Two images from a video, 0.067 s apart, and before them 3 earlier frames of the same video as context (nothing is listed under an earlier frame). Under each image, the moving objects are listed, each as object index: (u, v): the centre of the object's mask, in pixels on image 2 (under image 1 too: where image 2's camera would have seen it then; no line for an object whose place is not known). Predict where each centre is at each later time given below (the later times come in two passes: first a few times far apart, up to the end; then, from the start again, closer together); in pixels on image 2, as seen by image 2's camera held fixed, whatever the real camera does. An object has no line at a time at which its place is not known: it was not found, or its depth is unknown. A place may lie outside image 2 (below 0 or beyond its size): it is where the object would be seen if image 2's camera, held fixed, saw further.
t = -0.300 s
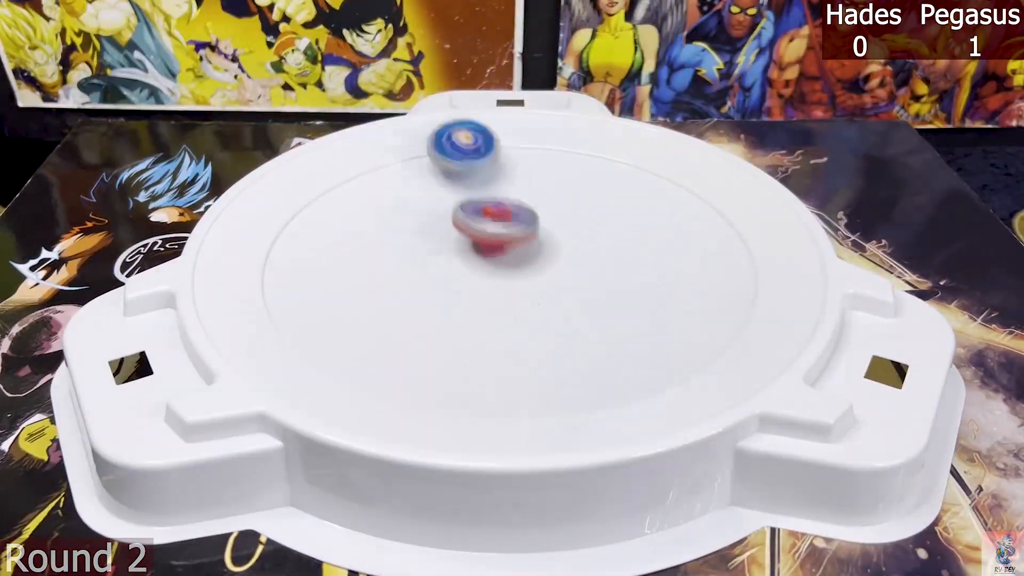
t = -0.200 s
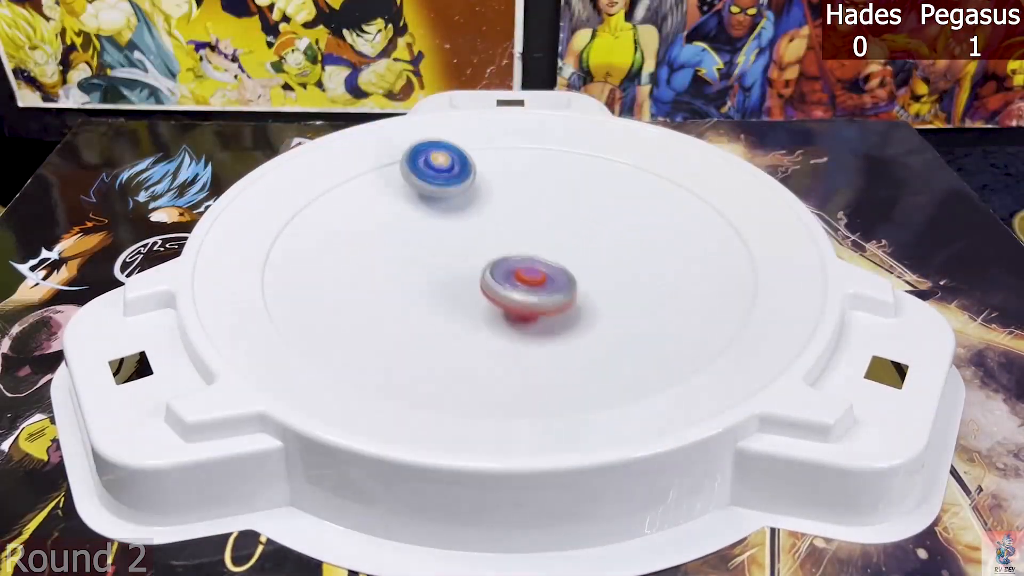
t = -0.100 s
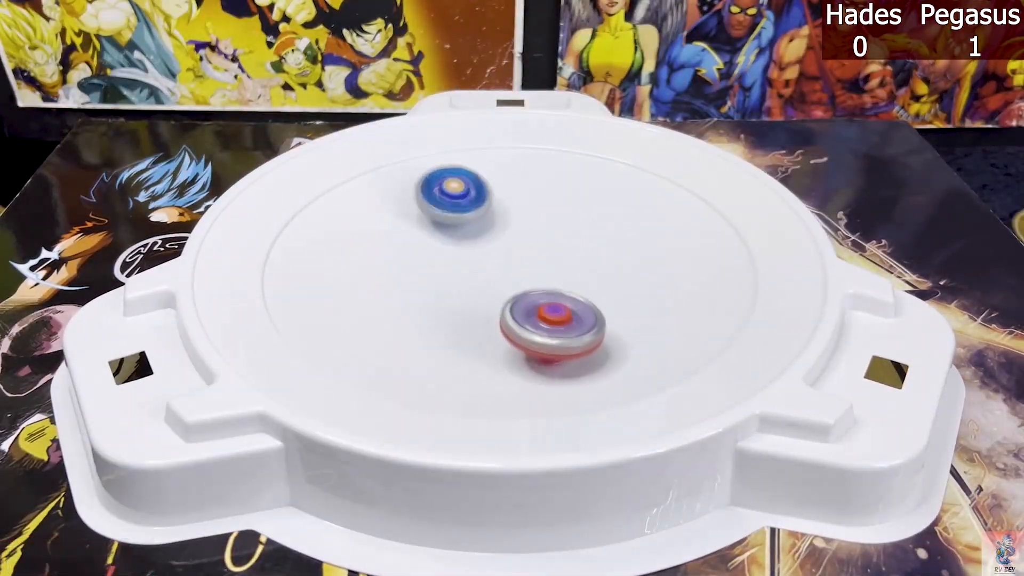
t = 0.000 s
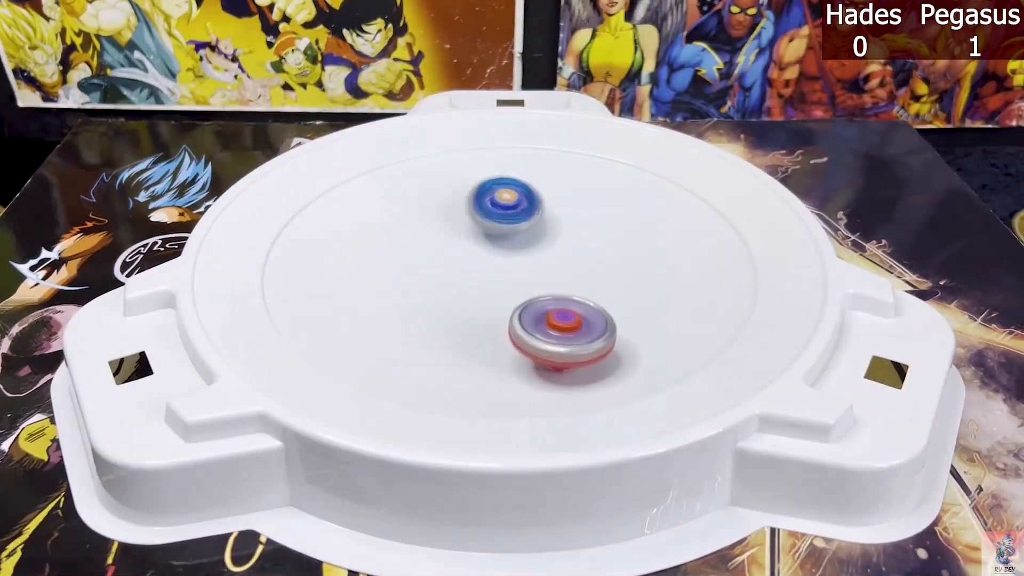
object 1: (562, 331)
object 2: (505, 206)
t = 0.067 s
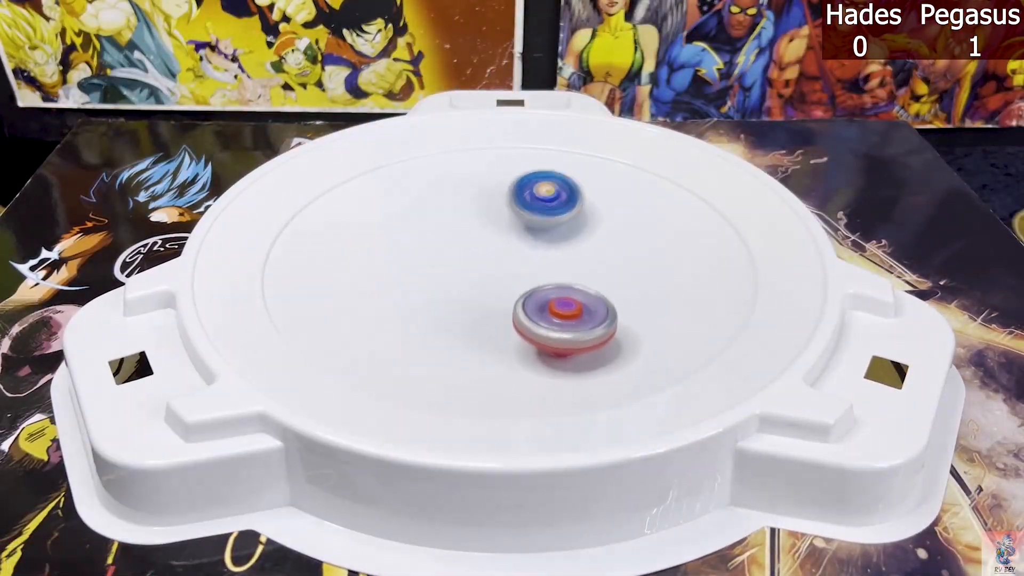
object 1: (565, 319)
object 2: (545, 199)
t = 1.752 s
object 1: (435, 297)
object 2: (705, 247)
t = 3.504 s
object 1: (428, 334)
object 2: (467, 280)
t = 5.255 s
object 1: (498, 227)
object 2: (422, 328)
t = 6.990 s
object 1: (508, 212)
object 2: (430, 269)
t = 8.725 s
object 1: (460, 234)
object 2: (526, 293)
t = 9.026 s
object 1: (468, 235)
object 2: (517, 294)
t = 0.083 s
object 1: (565, 315)
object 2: (554, 196)
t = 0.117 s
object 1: (566, 305)
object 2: (569, 188)
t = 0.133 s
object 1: (566, 301)
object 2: (575, 183)
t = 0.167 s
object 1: (565, 291)
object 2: (584, 171)
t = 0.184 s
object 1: (564, 286)
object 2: (586, 165)
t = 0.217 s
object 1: (561, 277)
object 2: (586, 153)
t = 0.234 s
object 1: (559, 272)
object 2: (584, 147)
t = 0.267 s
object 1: (553, 263)
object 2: (575, 138)
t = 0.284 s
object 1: (550, 258)
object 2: (567, 135)
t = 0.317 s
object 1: (543, 251)
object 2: (541, 141)
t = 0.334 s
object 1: (539, 247)
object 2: (530, 143)
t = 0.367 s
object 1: (531, 241)
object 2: (513, 152)
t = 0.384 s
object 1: (526, 238)
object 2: (506, 160)
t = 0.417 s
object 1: (518, 233)
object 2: (497, 176)
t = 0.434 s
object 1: (514, 235)
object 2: (495, 180)
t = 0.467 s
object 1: (509, 270)
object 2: (487, 152)
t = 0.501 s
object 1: (503, 302)
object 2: (481, 136)
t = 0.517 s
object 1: (501, 317)
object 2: (478, 131)
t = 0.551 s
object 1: (495, 342)
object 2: (468, 136)
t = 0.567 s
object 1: (493, 353)
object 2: (463, 141)
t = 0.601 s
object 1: (489, 372)
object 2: (452, 154)
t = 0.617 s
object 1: (489, 376)
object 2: (448, 162)
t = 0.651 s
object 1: (495, 365)
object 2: (443, 181)
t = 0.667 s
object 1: (497, 367)
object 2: (443, 190)
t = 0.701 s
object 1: (503, 357)
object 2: (451, 211)
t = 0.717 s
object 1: (506, 353)
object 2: (458, 222)
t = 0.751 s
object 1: (512, 340)
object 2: (480, 240)
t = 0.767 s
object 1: (516, 333)
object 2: (493, 248)
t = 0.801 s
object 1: (524, 318)
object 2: (527, 256)
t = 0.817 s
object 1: (527, 311)
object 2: (546, 256)
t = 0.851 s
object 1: (531, 291)
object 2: (586, 256)
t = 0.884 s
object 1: (530, 285)
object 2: (615, 259)
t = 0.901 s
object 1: (530, 280)
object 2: (634, 260)
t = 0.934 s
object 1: (530, 268)
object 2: (669, 249)
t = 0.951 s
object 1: (530, 263)
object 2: (685, 245)
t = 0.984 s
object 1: (530, 253)
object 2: (715, 231)
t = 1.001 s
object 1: (530, 250)
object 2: (725, 223)
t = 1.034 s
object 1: (530, 241)
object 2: (726, 205)
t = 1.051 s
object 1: (529, 238)
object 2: (712, 201)
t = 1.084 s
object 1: (526, 233)
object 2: (689, 198)
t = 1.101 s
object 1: (525, 231)
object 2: (679, 193)
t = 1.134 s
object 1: (520, 229)
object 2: (662, 188)
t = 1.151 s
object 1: (516, 229)
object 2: (654, 187)
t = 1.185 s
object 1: (509, 229)
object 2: (634, 188)
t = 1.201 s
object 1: (506, 230)
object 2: (623, 190)
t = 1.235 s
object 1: (497, 232)
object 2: (606, 197)
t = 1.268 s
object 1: (487, 234)
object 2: (588, 208)
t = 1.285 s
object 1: (481, 236)
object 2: (580, 214)
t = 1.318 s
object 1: (469, 238)
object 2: (567, 230)
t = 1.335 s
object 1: (463, 240)
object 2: (562, 240)
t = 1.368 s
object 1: (452, 244)
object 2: (556, 258)
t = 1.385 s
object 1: (446, 245)
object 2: (556, 265)
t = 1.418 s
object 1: (435, 249)
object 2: (561, 282)
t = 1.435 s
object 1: (431, 251)
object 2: (566, 290)
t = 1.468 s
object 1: (422, 256)
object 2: (581, 305)
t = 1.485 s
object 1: (418, 259)
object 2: (591, 310)
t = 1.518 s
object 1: (412, 264)
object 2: (616, 317)
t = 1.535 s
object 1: (410, 267)
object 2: (630, 320)
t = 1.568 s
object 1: (407, 272)
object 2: (662, 320)
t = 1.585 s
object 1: (406, 275)
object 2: (678, 318)
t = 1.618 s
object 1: (407, 281)
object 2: (709, 311)
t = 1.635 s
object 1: (408, 284)
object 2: (721, 305)
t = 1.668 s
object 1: (413, 289)
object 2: (734, 286)
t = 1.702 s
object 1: (420, 293)
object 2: (728, 268)
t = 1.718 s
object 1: (425, 295)
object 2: (723, 261)
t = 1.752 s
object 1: (435, 297)
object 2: (705, 247)
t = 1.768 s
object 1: (440, 297)
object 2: (693, 243)
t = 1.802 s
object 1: (450, 297)
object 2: (665, 237)
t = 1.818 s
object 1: (455, 297)
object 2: (651, 236)
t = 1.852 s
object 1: (465, 295)
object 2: (617, 237)
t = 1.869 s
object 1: (469, 294)
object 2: (600, 238)
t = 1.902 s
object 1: (477, 292)
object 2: (564, 244)
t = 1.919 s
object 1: (481, 291)
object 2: (547, 248)
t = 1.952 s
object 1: (453, 307)
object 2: (549, 230)
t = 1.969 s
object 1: (427, 318)
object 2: (560, 213)
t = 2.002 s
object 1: (374, 336)
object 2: (575, 186)
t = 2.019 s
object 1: (349, 343)
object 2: (577, 174)
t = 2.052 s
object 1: (314, 342)
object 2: (575, 158)
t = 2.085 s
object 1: (280, 359)
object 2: (559, 146)
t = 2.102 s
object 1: (272, 358)
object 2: (547, 142)
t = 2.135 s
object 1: (270, 356)
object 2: (517, 139)
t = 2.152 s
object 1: (271, 359)
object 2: (499, 138)
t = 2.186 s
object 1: (282, 358)
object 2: (466, 139)
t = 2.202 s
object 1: (289, 356)
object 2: (447, 141)
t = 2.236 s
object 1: (307, 350)
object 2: (415, 149)
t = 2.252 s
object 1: (318, 348)
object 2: (399, 154)
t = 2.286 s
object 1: (339, 342)
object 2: (372, 168)
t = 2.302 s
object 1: (351, 342)
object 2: (361, 176)
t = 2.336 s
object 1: (377, 337)
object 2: (341, 195)
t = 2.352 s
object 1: (391, 334)
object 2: (335, 207)
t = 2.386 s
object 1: (419, 324)
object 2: (327, 229)
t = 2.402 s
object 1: (432, 319)
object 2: (327, 241)
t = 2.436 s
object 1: (457, 308)
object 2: (335, 265)
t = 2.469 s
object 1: (480, 296)
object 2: (353, 289)
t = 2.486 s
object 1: (490, 290)
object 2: (366, 299)
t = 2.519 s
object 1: (508, 278)
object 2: (398, 317)
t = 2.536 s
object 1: (516, 272)
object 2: (418, 326)
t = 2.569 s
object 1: (529, 261)
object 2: (461, 337)
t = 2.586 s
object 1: (535, 256)
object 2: (485, 339)
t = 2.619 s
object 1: (543, 247)
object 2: (534, 341)
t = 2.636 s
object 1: (546, 243)
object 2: (557, 339)
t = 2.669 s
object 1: (549, 235)
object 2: (602, 330)
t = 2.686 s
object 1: (549, 232)
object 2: (623, 323)
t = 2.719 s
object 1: (548, 227)
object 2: (659, 306)
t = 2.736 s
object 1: (546, 224)
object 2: (673, 296)
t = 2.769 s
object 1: (541, 219)
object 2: (695, 276)
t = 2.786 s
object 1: (537, 218)
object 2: (702, 264)
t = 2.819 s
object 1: (528, 214)
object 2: (710, 243)
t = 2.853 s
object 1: (518, 211)
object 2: (705, 220)
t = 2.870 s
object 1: (513, 209)
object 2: (700, 210)
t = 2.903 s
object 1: (501, 207)
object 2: (684, 192)
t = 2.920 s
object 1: (496, 206)
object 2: (672, 183)
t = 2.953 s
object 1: (484, 203)
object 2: (646, 171)
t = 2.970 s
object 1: (478, 202)
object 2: (631, 165)
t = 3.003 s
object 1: (467, 202)
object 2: (599, 157)
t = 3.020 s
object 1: (462, 201)
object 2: (582, 155)
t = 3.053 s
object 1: (451, 201)
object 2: (548, 154)
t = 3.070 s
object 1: (447, 201)
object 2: (531, 154)
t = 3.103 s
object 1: (437, 202)
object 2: (497, 159)
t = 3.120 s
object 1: (433, 203)
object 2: (482, 162)
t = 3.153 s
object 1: (416, 211)
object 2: (458, 164)
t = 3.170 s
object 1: (409, 215)
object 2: (446, 167)
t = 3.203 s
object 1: (398, 224)
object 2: (422, 175)
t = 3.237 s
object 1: (385, 241)
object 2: (404, 181)
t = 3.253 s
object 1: (379, 249)
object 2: (397, 186)
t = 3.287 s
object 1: (373, 265)
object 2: (384, 198)
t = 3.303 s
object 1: (371, 272)
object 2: (379, 205)
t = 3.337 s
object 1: (372, 284)
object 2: (373, 222)
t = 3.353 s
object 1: (374, 290)
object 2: (374, 230)
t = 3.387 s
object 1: (381, 298)
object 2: (381, 245)
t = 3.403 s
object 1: (385, 305)
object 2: (389, 251)
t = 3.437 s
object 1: (396, 318)
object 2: (409, 262)
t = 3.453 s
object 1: (403, 324)
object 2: (422, 268)
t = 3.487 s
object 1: (420, 331)
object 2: (451, 276)
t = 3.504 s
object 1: (428, 334)
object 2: (467, 280)
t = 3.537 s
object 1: (446, 336)
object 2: (500, 282)
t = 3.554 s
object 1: (455, 336)
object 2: (515, 282)
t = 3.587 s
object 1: (471, 334)
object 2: (544, 278)
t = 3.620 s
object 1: (485, 331)
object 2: (570, 267)
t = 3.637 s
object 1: (492, 329)
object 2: (581, 261)
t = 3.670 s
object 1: (503, 324)
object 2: (598, 246)
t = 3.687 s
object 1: (508, 322)
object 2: (604, 238)
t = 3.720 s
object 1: (518, 316)
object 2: (610, 221)
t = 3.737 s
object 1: (521, 314)
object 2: (610, 213)
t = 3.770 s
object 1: (528, 309)
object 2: (605, 197)
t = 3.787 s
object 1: (531, 306)
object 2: (601, 190)
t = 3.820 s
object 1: (535, 301)
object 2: (586, 177)
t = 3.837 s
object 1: (537, 298)
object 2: (577, 173)
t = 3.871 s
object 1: (539, 294)
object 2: (556, 166)
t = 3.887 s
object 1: (540, 292)
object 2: (544, 164)
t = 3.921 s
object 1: (541, 288)
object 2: (519, 164)
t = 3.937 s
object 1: (542, 286)
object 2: (506, 166)
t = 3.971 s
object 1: (542, 283)
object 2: (483, 172)
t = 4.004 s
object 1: (541, 280)
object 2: (462, 184)
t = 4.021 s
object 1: (541, 278)
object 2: (454, 191)
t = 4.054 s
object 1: (540, 275)
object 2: (440, 207)
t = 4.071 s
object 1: (539, 274)
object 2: (436, 217)
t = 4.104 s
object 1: (538, 271)
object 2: (434, 235)
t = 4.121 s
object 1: (537, 270)
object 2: (436, 245)
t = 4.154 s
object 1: (536, 267)
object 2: (444, 263)
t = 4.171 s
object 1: (550, 267)
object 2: (433, 268)
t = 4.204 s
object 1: (585, 266)
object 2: (404, 274)
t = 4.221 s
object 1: (600, 265)
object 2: (396, 278)
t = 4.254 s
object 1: (624, 263)
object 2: (387, 290)
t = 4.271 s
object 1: (634, 262)
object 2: (387, 298)
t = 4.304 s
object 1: (648, 259)
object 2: (393, 311)
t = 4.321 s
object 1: (652, 258)
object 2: (400, 318)
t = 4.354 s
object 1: (655, 256)
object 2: (420, 332)
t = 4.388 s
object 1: (654, 254)
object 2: (446, 342)
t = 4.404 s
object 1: (653, 253)
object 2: (463, 347)
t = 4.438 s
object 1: (649, 251)
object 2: (497, 350)
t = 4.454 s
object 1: (646, 251)
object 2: (515, 350)
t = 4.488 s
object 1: (640, 249)
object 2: (549, 345)
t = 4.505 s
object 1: (637, 249)
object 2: (564, 341)
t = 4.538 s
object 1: (630, 248)
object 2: (590, 330)
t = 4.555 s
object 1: (627, 247)
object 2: (600, 323)
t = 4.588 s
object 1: (619, 246)
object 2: (615, 308)
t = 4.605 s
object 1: (615, 244)
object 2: (619, 300)
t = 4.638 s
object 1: (611, 224)
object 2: (618, 308)
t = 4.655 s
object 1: (608, 212)
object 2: (616, 311)
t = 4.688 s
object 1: (600, 192)
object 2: (612, 313)
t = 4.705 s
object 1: (596, 183)
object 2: (609, 312)
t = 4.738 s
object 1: (586, 169)
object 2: (606, 308)
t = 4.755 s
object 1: (581, 164)
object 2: (602, 303)
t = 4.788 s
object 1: (571, 157)
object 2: (592, 296)
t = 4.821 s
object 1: (561, 154)
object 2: (578, 288)
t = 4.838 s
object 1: (556, 154)
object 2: (569, 285)
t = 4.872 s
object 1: (548, 157)
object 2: (549, 280)
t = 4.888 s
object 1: (543, 159)
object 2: (538, 278)
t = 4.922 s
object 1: (536, 164)
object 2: (515, 276)
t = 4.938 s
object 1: (532, 167)
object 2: (503, 275)
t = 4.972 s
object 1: (526, 174)
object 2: (480, 276)
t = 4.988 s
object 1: (523, 177)
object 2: (468, 276)
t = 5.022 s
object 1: (518, 184)
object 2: (448, 279)
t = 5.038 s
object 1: (516, 187)
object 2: (437, 281)
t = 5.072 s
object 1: (511, 194)
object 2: (419, 286)
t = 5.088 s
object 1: (509, 197)
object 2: (411, 289)
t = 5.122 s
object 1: (506, 204)
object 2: (399, 297)
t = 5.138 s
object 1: (504, 207)
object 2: (396, 301)
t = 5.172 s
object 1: (502, 213)
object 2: (393, 310)
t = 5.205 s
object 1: (500, 219)
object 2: (399, 319)
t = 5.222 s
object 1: (499, 222)
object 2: (405, 323)
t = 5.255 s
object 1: (498, 227)
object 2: (422, 328)
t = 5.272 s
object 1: (497, 229)
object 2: (434, 330)
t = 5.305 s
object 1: (496, 233)
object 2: (456, 330)
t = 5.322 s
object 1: (495, 235)
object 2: (468, 328)
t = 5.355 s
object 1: (495, 239)
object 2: (486, 320)
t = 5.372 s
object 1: (495, 241)
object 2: (494, 316)
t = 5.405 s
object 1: (495, 244)
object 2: (505, 304)
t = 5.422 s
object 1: (495, 244)
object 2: (508, 298)
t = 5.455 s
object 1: (499, 221)
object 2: (509, 311)
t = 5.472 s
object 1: (501, 208)
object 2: (509, 320)
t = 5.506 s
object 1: (505, 184)
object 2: (510, 329)
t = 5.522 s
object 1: (507, 174)
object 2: (513, 332)
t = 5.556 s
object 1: (510, 155)
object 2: (518, 333)
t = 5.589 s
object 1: (513, 142)
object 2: (525, 330)
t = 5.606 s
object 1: (513, 137)
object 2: (529, 328)
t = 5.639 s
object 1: (514, 131)
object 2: (534, 321)
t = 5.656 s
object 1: (513, 130)
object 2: (536, 317)
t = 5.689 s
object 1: (510, 132)
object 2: (536, 309)
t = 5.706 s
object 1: (508, 135)
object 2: (534, 304)
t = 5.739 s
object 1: (502, 142)
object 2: (527, 295)
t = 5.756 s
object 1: (499, 147)
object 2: (522, 290)
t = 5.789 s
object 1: (492, 157)
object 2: (510, 282)
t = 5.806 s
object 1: (489, 163)
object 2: (503, 278)
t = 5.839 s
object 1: (481, 175)
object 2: (488, 271)
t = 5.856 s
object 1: (478, 180)
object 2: (479, 267)
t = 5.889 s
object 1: (473, 193)
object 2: (462, 262)
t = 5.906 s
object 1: (470, 199)
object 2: (453, 260)
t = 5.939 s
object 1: (469, 208)
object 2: (434, 259)
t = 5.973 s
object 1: (469, 214)
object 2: (413, 262)
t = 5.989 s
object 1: (470, 216)
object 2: (406, 264)
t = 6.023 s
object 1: (472, 221)
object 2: (391, 269)
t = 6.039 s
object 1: (472, 223)
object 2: (385, 273)
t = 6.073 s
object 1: (474, 227)
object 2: (378, 280)
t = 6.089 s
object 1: (474, 230)
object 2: (377, 285)
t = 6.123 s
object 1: (476, 233)
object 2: (379, 294)
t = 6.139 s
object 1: (477, 235)
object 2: (383, 298)
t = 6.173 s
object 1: (478, 239)
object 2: (396, 305)
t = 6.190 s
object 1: (479, 240)
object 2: (405, 308)
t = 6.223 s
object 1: (481, 243)
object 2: (424, 311)
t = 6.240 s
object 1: (482, 245)
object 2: (435, 311)
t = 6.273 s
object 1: (484, 247)
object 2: (456, 309)
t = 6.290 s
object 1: (485, 248)
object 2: (466, 307)
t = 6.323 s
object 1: (489, 245)
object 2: (481, 305)
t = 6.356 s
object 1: (500, 227)
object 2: (487, 317)
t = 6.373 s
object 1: (505, 219)
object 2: (491, 321)
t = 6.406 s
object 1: (514, 205)
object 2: (500, 324)
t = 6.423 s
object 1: (517, 200)
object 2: (507, 323)
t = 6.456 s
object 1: (524, 192)
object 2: (522, 319)
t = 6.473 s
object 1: (526, 189)
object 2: (530, 317)
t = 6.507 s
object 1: (529, 186)
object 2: (542, 309)
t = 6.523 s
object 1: (530, 186)
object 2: (547, 305)
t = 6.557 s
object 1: (530, 187)
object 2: (553, 295)
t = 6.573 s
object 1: (529, 188)
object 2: (554, 290)
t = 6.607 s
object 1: (528, 190)
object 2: (554, 280)
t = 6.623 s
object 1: (526, 192)
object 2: (552, 274)
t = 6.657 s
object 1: (524, 195)
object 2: (545, 264)
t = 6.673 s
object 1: (523, 197)
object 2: (541, 259)
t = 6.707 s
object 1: (521, 197)
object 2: (530, 253)
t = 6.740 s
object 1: (518, 194)
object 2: (518, 252)
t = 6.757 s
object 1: (517, 194)
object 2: (511, 251)
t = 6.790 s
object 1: (516, 193)
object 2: (496, 249)
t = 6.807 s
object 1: (515, 193)
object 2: (489, 249)
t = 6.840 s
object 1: (514, 196)
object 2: (474, 249)
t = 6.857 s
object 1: (513, 197)
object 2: (466, 250)
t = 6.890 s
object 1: (512, 200)
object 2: (453, 252)
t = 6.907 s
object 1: (511, 202)
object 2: (446, 254)
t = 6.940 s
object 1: (509, 206)
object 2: (437, 259)
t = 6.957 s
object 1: (509, 208)
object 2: (434, 262)
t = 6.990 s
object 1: (508, 212)
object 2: (430, 269)
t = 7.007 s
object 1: (507, 214)
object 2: (430, 273)
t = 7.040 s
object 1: (505, 219)
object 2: (434, 280)
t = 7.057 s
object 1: (505, 221)
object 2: (437, 283)
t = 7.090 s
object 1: (504, 225)
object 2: (447, 288)
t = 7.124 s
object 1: (502, 228)
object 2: (460, 291)
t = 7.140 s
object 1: (502, 230)
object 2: (468, 292)
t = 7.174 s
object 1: (502, 233)
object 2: (484, 291)
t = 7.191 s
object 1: (502, 233)
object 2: (492, 290)
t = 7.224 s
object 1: (503, 230)
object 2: (503, 295)
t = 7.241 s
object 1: (504, 225)
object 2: (508, 298)
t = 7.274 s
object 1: (507, 219)
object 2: (520, 302)
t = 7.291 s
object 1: (508, 218)
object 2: (525, 302)
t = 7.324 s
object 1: (510, 217)
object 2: (536, 302)
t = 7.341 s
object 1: (511, 217)
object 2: (542, 301)
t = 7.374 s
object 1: (512, 218)
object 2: (552, 297)
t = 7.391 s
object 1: (512, 219)
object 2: (557, 295)
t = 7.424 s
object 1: (512, 221)
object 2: (564, 288)
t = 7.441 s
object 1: (513, 222)
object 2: (565, 285)
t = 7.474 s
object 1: (512, 225)
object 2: (566, 278)
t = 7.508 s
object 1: (510, 227)
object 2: (563, 271)
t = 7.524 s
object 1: (506, 225)
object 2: (565, 273)
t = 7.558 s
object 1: (499, 221)
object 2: (567, 274)
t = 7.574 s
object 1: (497, 221)
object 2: (567, 273)
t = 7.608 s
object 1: (493, 221)
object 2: (566, 273)
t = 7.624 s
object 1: (493, 221)
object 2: (564, 273)
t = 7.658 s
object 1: (491, 222)
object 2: (561, 273)
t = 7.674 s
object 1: (491, 223)
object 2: (560, 272)
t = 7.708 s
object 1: (491, 225)
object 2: (555, 273)
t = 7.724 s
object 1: (491, 226)
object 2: (552, 272)
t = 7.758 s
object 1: (491, 228)
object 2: (545, 272)
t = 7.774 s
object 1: (489, 227)
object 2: (545, 275)
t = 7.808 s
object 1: (483, 223)
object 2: (549, 283)
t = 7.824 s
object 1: (481, 221)
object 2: (550, 285)
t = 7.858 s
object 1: (479, 221)
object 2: (551, 288)
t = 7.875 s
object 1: (479, 220)
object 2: (552, 290)
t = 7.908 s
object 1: (478, 221)
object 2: (554, 293)
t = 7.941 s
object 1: (479, 223)
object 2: (556, 295)
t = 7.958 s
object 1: (479, 224)
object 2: (557, 295)
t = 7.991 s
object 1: (479, 227)
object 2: (558, 296)
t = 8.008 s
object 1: (479, 228)
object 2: (559, 296)
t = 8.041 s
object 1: (480, 231)
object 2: (558, 295)
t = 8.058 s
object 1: (480, 233)
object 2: (558, 295)
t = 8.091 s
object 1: (480, 236)
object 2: (555, 293)
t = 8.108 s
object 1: (481, 237)
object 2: (554, 293)
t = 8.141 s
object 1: (481, 240)
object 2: (549, 290)
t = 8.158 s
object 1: (481, 241)
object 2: (546, 289)
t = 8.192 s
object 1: (482, 244)
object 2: (540, 287)
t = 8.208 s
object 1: (479, 242)
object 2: (540, 289)
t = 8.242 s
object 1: (471, 237)
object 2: (546, 296)
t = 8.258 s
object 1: (469, 235)
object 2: (548, 297)
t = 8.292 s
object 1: (465, 232)
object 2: (554, 301)
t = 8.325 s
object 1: (463, 231)
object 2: (560, 302)
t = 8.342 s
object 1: (463, 231)
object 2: (562, 302)
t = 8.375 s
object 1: (463, 231)
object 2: (566, 302)
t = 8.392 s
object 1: (463, 232)
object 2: (566, 301)
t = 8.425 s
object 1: (464, 233)
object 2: (567, 299)
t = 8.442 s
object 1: (464, 234)
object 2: (566, 297)
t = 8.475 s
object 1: (465, 235)
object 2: (564, 295)
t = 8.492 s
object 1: (466, 237)
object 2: (562, 293)
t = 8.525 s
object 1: (467, 238)
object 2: (556, 290)
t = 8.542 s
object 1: (467, 239)
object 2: (552, 288)
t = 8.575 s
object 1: (469, 241)
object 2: (542, 285)
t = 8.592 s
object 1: (469, 242)
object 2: (537, 283)
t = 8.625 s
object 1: (466, 239)
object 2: (532, 285)
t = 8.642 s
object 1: (463, 238)
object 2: (531, 287)
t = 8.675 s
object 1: (461, 235)
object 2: (528, 290)
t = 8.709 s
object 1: (460, 234)
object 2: (526, 292)
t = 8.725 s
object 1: (460, 234)
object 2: (526, 293)
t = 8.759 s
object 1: (461, 234)
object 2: (525, 294)
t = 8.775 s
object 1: (461, 234)
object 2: (524, 294)
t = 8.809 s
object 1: (463, 235)
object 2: (523, 294)
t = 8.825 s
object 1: (463, 235)
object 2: (523, 294)
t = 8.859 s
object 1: (465, 237)
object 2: (521, 293)
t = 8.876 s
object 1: (466, 237)
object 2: (520, 293)
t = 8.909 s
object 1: (467, 238)
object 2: (518, 291)
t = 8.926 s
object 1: (468, 239)
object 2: (516, 290)
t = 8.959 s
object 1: (469, 240)
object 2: (513, 288)
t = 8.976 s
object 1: (469, 239)
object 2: (514, 290)
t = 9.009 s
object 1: (468, 236)
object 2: (516, 293)
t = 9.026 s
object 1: (468, 235)
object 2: (517, 294)
